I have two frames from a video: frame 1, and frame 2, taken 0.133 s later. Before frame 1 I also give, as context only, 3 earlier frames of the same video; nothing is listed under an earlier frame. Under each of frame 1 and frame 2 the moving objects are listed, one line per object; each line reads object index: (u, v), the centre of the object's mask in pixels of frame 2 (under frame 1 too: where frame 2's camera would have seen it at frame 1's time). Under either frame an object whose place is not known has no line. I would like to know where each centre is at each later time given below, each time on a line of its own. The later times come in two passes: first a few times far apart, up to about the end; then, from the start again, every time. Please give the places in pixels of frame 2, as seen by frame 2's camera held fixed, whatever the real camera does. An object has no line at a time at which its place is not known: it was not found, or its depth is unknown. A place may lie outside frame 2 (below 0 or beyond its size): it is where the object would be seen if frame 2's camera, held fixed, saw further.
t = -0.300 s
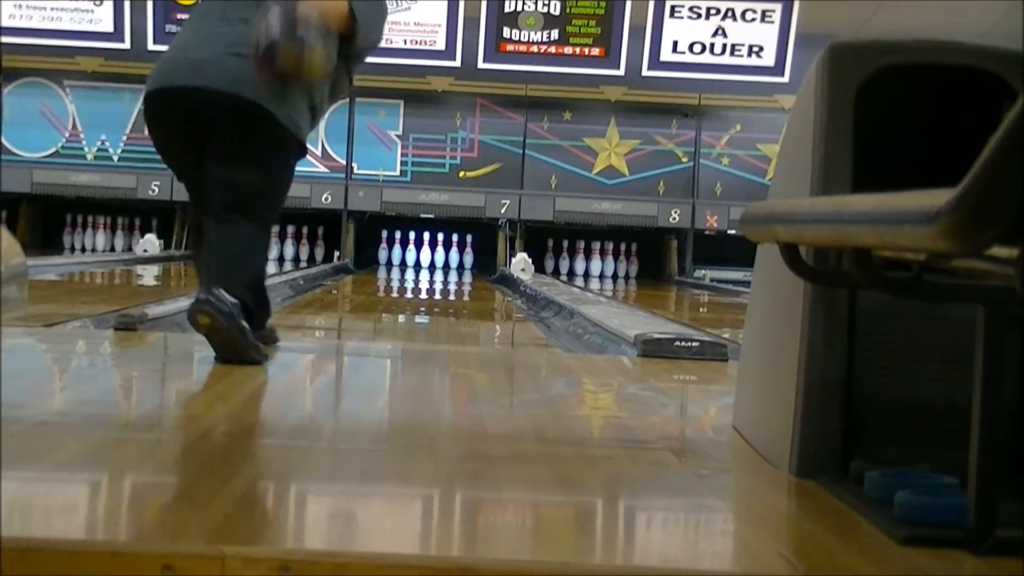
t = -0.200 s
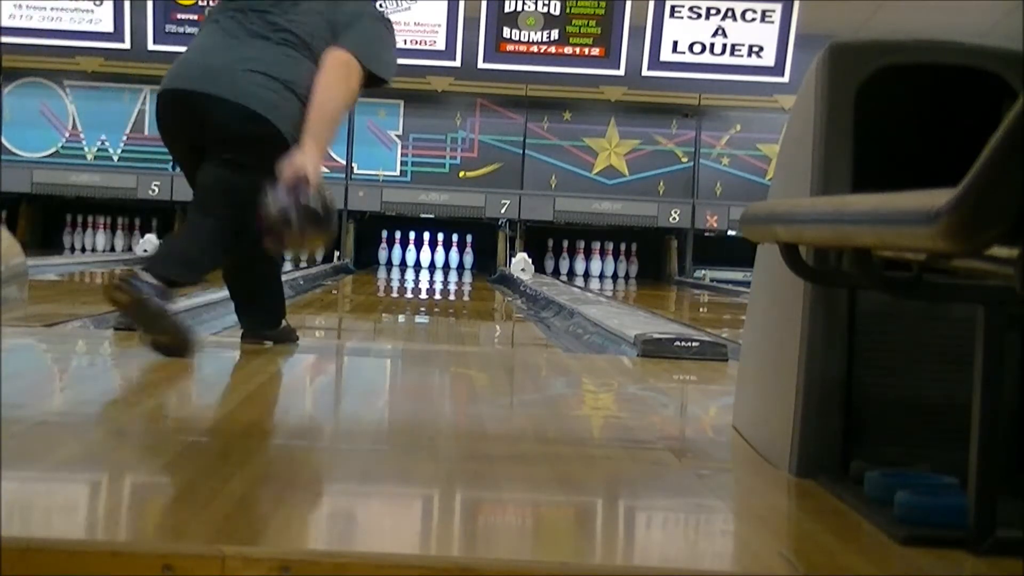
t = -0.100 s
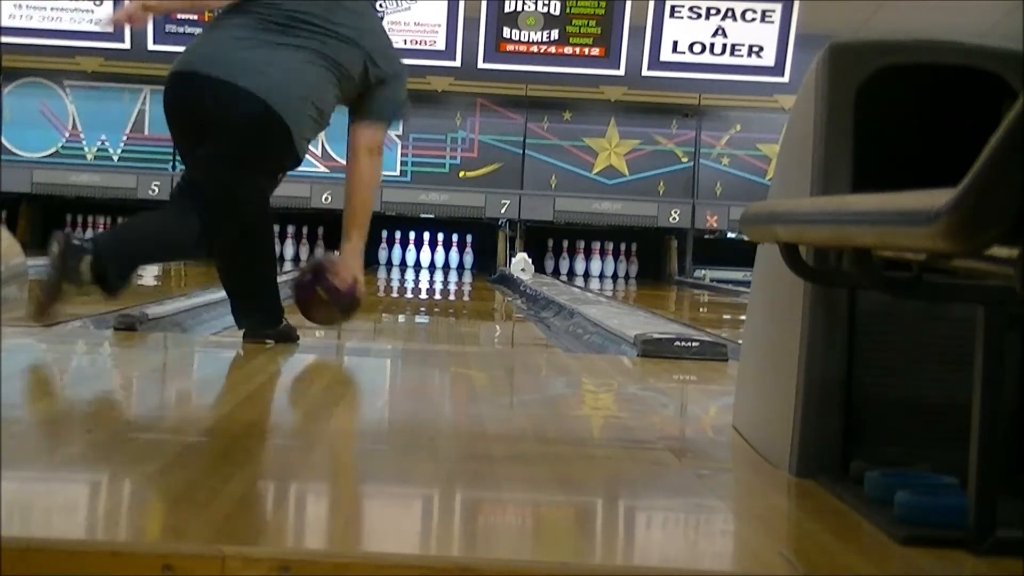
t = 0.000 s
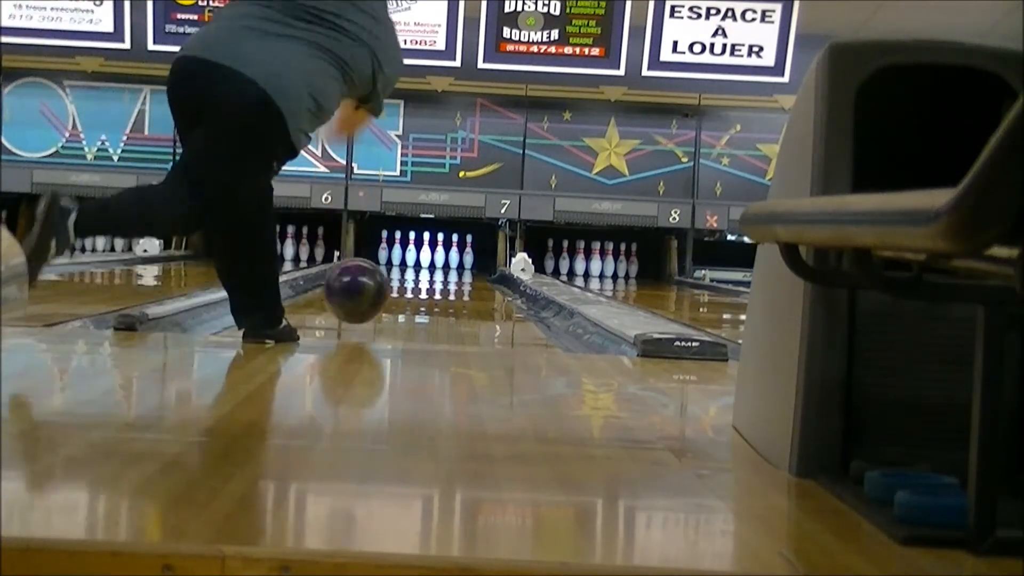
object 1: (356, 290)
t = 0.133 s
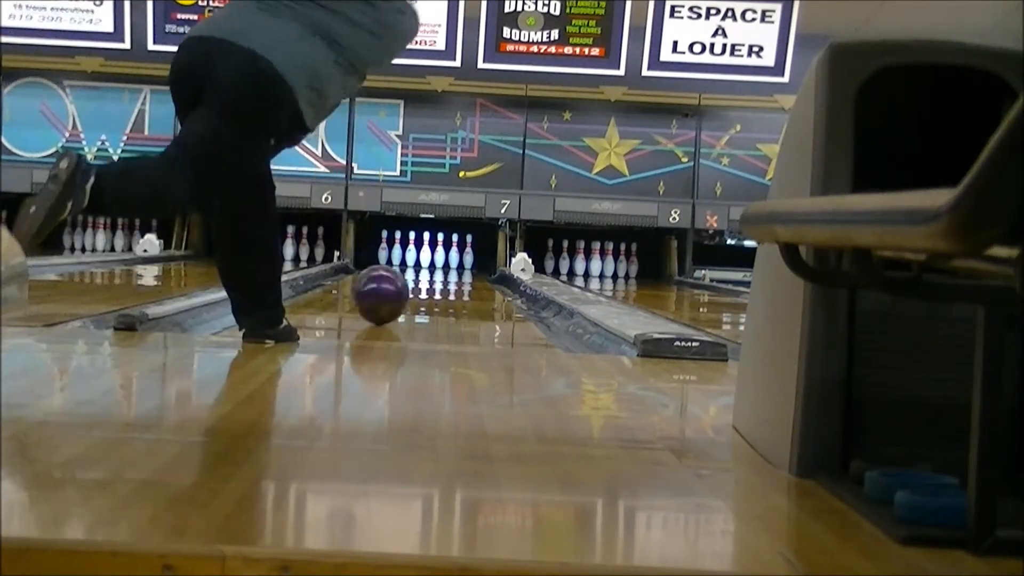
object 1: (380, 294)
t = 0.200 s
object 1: (391, 291)
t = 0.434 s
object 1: (418, 284)
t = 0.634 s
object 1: (434, 279)
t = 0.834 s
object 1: (447, 275)
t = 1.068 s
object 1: (458, 272)
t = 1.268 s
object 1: (464, 270)
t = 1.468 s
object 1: (468, 266)
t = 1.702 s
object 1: (468, 266)
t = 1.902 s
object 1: (462, 263)
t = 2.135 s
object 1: (449, 261)
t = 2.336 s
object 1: (437, 261)
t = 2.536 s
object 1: (431, 258)
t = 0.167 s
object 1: (385, 293)
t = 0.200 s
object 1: (391, 291)
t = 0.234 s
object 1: (394, 289)
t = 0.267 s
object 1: (400, 288)
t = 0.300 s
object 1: (403, 288)
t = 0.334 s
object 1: (407, 287)
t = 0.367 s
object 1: (411, 286)
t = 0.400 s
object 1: (415, 285)
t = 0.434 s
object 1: (418, 284)
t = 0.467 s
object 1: (421, 284)
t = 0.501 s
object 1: (423, 283)
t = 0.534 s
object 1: (427, 281)
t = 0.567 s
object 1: (430, 281)
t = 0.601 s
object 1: (432, 280)
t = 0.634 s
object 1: (434, 279)
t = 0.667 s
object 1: (438, 278)
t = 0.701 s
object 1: (439, 278)
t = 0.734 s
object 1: (441, 277)
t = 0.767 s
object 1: (443, 277)
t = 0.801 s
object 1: (445, 276)
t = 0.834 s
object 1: (447, 275)
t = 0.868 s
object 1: (448, 275)
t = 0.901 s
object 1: (450, 274)
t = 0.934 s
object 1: (452, 274)
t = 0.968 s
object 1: (453, 273)
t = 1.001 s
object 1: (455, 272)
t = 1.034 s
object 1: (456, 272)
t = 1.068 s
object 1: (458, 272)
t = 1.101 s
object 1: (459, 271)
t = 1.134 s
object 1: (460, 272)
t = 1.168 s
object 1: (461, 271)
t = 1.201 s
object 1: (462, 270)
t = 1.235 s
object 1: (463, 270)
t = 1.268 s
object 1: (464, 270)
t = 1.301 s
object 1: (465, 269)
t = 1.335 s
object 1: (465, 268)
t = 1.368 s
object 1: (467, 267)
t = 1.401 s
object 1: (467, 267)
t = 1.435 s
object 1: (468, 267)
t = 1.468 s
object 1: (468, 266)
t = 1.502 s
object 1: (468, 266)
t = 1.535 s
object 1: (468, 266)
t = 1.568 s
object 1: (468, 266)
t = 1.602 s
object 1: (468, 266)
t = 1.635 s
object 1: (468, 266)
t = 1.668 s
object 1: (468, 266)
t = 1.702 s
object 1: (468, 266)
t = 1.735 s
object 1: (467, 266)
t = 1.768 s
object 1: (466, 265)
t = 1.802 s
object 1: (465, 264)
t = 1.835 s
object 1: (464, 264)
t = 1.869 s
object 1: (463, 263)
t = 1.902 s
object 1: (462, 263)
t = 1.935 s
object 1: (460, 263)
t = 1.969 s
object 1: (458, 262)
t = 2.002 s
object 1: (457, 262)
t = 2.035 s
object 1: (455, 263)
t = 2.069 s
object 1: (453, 262)
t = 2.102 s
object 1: (451, 262)
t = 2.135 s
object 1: (449, 261)
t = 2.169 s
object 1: (447, 260)
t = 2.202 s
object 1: (444, 260)
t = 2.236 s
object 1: (443, 260)
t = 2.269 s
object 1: (440, 261)
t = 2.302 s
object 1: (439, 260)
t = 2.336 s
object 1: (437, 261)
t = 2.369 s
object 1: (435, 259)
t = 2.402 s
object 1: (433, 259)
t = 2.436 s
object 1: (432, 259)
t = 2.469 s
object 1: (432, 258)
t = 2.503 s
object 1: (431, 258)
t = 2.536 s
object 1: (431, 258)
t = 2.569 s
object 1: (431, 258)
